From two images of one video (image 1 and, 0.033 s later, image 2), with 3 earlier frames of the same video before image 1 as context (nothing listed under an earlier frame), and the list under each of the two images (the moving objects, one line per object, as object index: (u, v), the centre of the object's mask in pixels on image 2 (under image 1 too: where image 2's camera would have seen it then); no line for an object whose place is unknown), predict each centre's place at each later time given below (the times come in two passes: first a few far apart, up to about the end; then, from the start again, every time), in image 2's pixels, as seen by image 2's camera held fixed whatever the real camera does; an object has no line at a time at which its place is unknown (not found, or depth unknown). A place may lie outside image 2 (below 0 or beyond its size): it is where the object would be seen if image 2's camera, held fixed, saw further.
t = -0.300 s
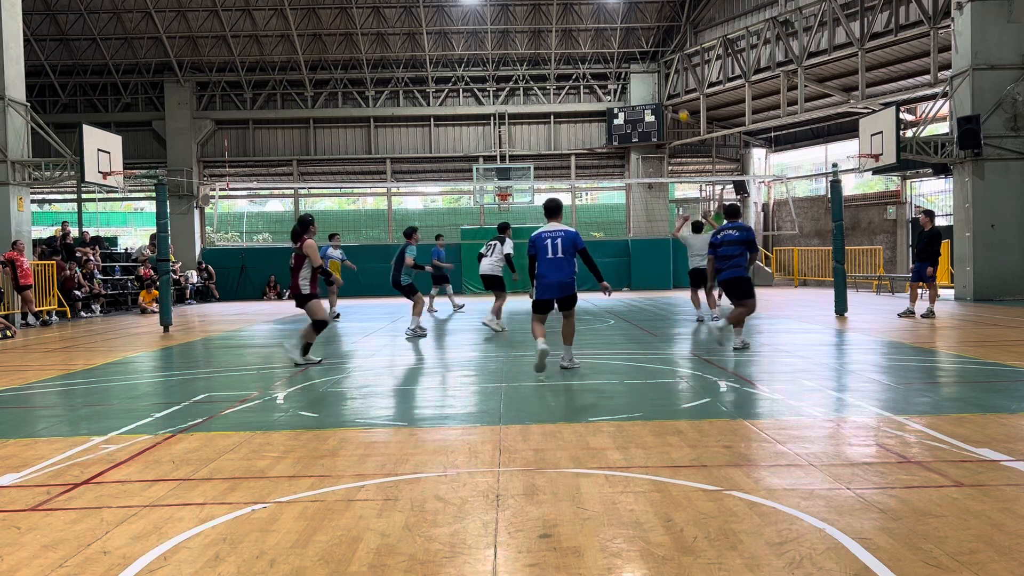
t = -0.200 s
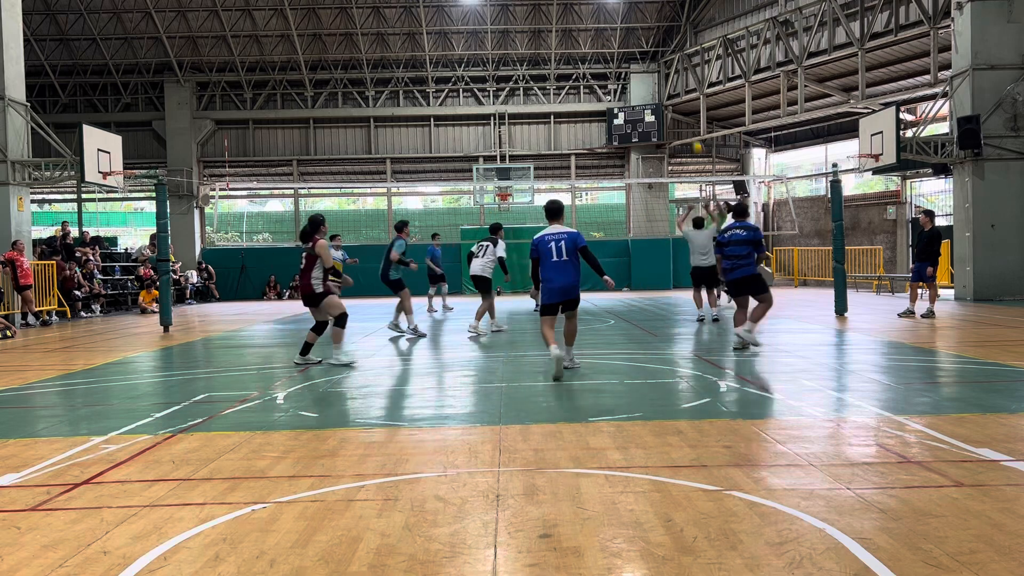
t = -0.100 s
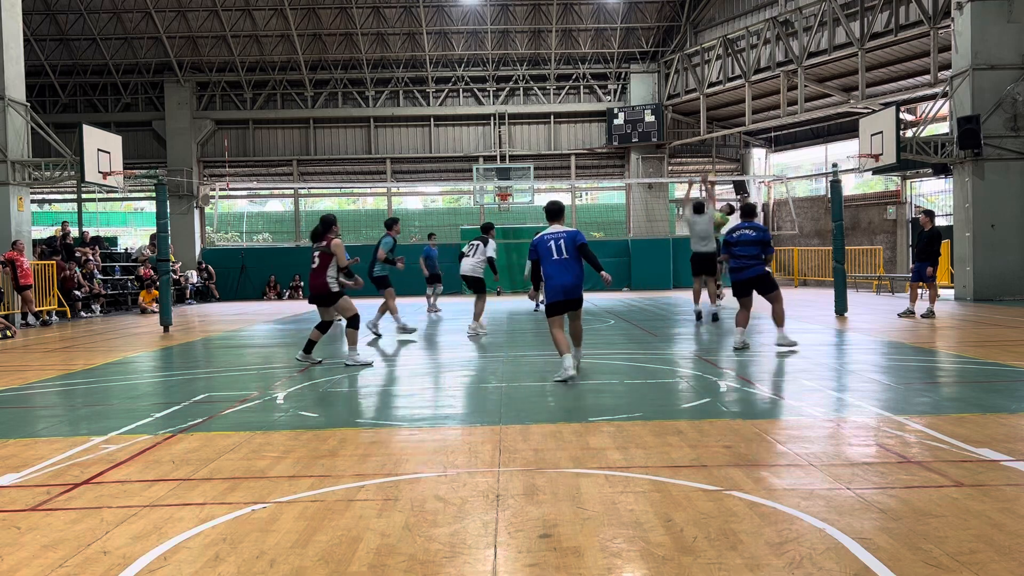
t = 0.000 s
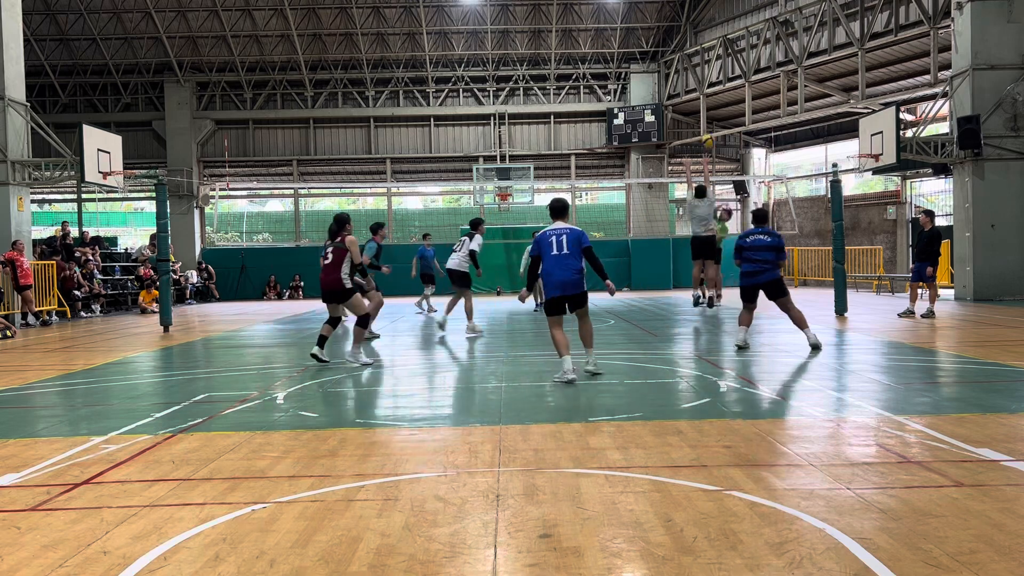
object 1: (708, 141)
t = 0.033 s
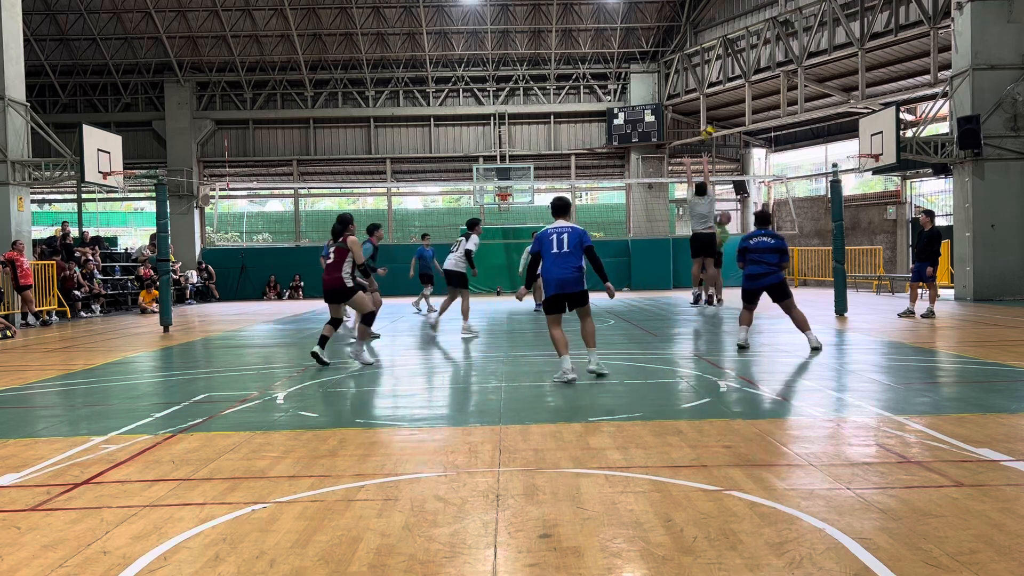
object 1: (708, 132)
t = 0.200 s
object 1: (701, 97)
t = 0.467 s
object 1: (691, 77)
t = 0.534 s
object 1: (688, 83)
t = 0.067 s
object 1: (706, 124)
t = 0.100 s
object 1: (705, 117)
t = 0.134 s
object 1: (704, 109)
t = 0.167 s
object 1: (703, 102)
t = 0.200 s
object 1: (701, 97)
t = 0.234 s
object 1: (700, 92)
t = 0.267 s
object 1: (700, 87)
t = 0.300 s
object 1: (699, 84)
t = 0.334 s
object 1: (696, 81)
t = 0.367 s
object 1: (695, 79)
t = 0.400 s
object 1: (694, 77)
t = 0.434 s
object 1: (692, 77)
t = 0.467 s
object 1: (691, 77)
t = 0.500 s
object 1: (690, 79)
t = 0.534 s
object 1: (688, 83)
